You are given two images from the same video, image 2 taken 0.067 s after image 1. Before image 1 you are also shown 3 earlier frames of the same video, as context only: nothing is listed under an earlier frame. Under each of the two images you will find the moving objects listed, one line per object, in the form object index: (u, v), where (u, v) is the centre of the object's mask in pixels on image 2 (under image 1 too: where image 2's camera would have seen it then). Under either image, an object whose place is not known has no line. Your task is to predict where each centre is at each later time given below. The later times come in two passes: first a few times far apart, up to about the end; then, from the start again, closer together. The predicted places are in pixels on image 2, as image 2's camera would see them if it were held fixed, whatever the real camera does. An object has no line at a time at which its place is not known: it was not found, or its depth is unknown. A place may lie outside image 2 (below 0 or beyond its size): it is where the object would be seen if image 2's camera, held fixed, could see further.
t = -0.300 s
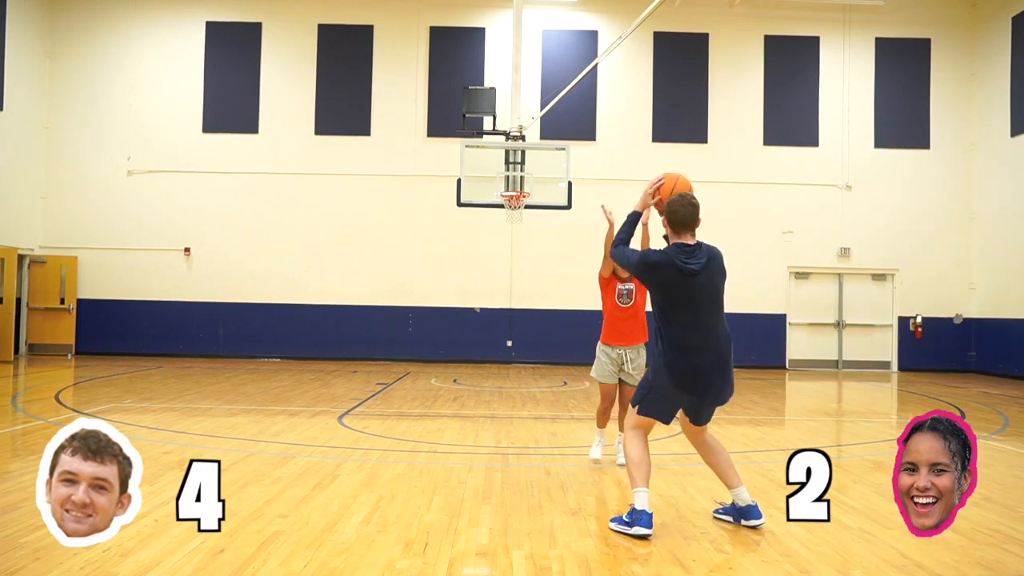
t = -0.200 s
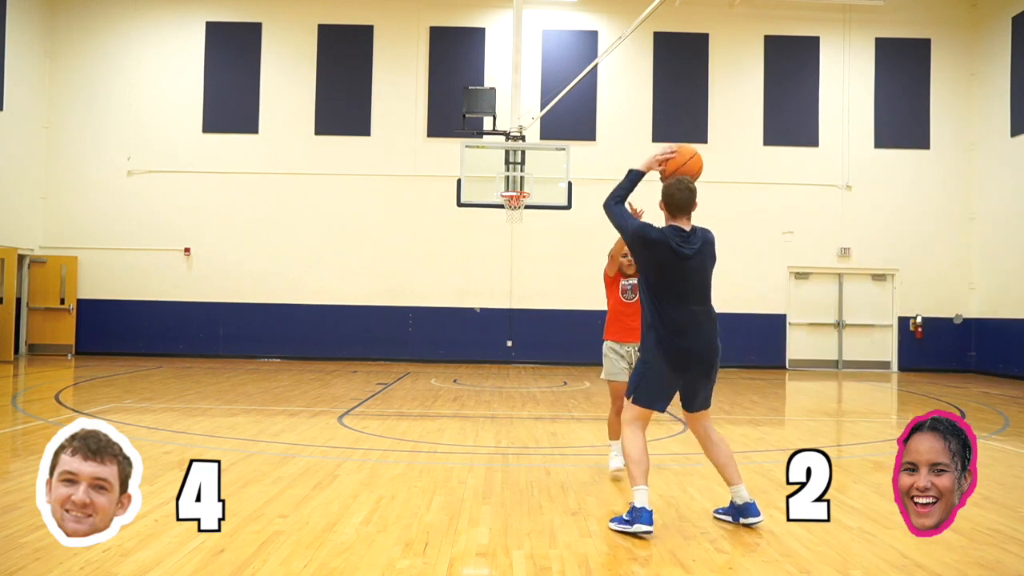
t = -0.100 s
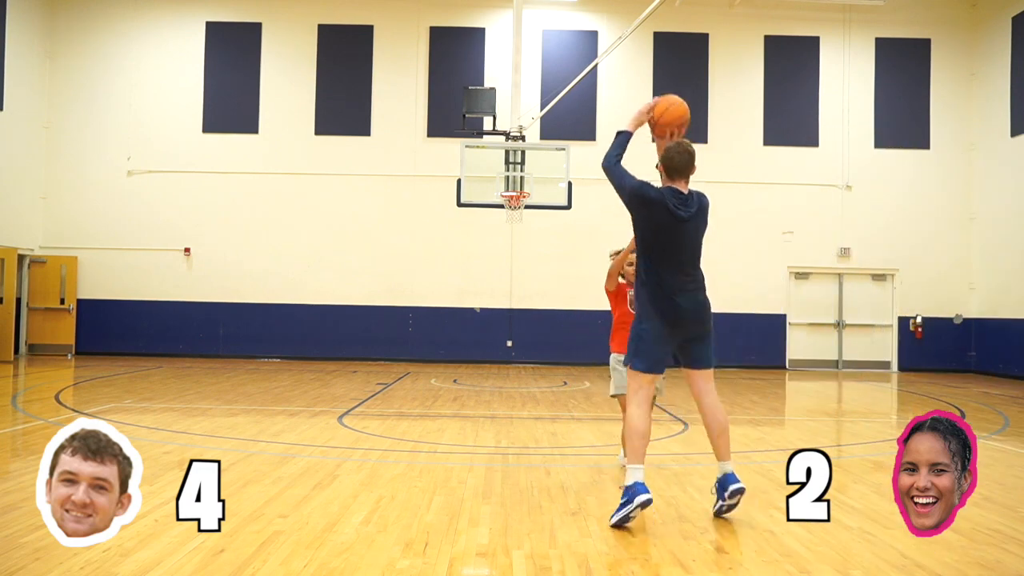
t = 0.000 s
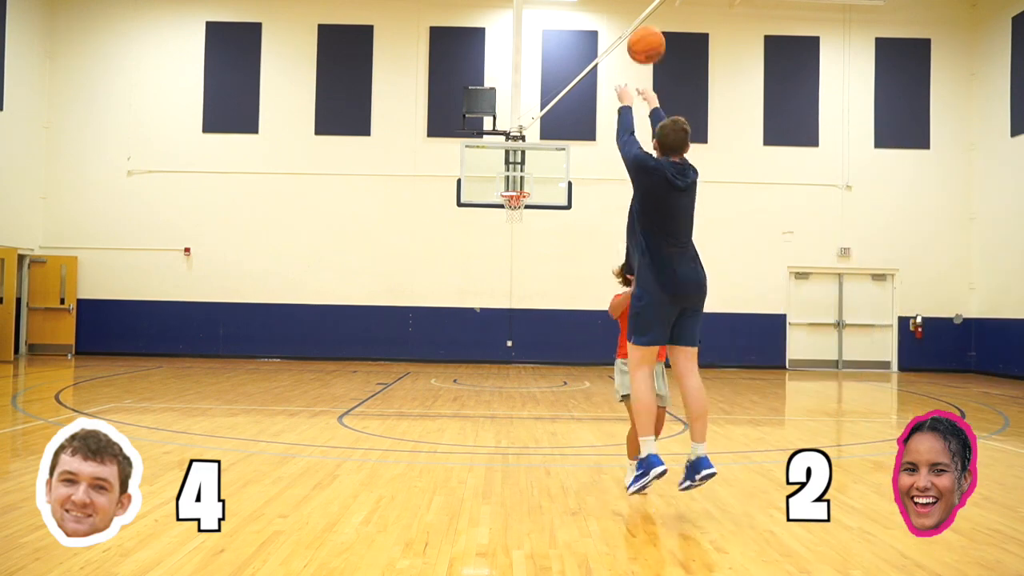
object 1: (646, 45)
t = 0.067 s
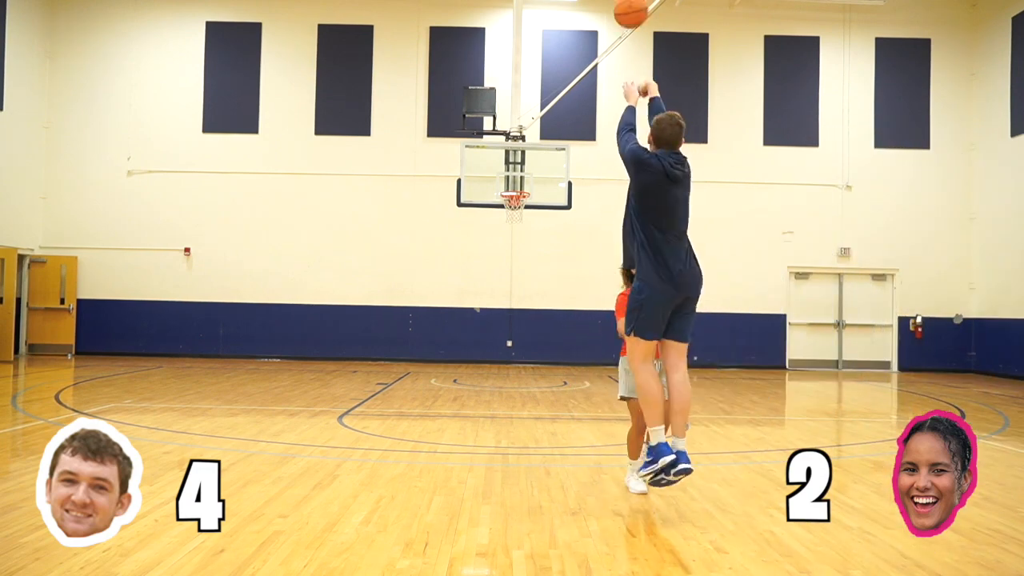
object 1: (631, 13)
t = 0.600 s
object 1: (563, 1)
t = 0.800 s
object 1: (548, 39)
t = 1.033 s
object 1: (533, 115)
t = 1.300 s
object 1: (505, 180)
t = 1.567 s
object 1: (433, 168)
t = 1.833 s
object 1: (362, 197)
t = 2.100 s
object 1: (293, 267)
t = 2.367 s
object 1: (228, 362)
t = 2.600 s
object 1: (195, 296)
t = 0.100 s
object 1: (624, 6)
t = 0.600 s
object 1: (563, 1)
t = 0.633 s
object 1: (559, 3)
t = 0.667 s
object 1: (557, 7)
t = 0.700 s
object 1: (554, 12)
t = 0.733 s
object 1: (552, 21)
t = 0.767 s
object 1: (549, 31)
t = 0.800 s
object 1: (548, 39)
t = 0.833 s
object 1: (546, 49)
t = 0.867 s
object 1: (543, 59)
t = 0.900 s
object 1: (541, 69)
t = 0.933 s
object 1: (540, 81)
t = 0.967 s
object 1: (538, 92)
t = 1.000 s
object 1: (535, 103)
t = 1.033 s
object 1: (533, 115)
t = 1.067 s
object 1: (532, 127)
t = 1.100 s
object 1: (530, 139)
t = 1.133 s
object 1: (529, 152)
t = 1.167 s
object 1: (527, 165)
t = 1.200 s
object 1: (525, 178)
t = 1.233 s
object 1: (524, 190)
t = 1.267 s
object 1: (514, 185)
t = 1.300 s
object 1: (505, 180)
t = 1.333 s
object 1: (496, 177)
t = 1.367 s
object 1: (487, 173)
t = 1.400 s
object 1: (478, 170)
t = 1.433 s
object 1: (469, 168)
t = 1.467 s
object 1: (460, 167)
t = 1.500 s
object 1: (451, 167)
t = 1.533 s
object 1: (442, 167)
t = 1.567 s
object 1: (433, 168)
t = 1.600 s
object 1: (424, 169)
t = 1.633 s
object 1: (415, 171)
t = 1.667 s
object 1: (406, 173)
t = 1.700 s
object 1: (397, 177)
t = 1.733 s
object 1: (389, 181)
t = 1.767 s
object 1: (379, 186)
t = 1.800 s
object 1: (371, 191)
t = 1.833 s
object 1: (362, 197)
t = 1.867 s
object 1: (354, 203)
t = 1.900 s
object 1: (345, 210)
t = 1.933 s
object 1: (336, 218)
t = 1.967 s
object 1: (327, 227)
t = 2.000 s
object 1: (318, 236)
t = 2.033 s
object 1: (310, 246)
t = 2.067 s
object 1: (302, 256)
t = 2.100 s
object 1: (293, 267)
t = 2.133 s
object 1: (284, 279)
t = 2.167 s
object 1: (276, 291)
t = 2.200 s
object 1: (268, 305)
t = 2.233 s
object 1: (259, 318)
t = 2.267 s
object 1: (251, 332)
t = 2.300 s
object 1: (243, 346)
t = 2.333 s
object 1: (235, 361)
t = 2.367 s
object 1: (228, 362)
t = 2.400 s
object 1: (224, 350)
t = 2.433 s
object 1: (219, 340)
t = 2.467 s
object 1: (214, 330)
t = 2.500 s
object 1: (210, 320)
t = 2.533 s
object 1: (205, 311)
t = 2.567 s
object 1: (200, 304)
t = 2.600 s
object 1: (195, 296)
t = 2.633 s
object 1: (191, 289)
